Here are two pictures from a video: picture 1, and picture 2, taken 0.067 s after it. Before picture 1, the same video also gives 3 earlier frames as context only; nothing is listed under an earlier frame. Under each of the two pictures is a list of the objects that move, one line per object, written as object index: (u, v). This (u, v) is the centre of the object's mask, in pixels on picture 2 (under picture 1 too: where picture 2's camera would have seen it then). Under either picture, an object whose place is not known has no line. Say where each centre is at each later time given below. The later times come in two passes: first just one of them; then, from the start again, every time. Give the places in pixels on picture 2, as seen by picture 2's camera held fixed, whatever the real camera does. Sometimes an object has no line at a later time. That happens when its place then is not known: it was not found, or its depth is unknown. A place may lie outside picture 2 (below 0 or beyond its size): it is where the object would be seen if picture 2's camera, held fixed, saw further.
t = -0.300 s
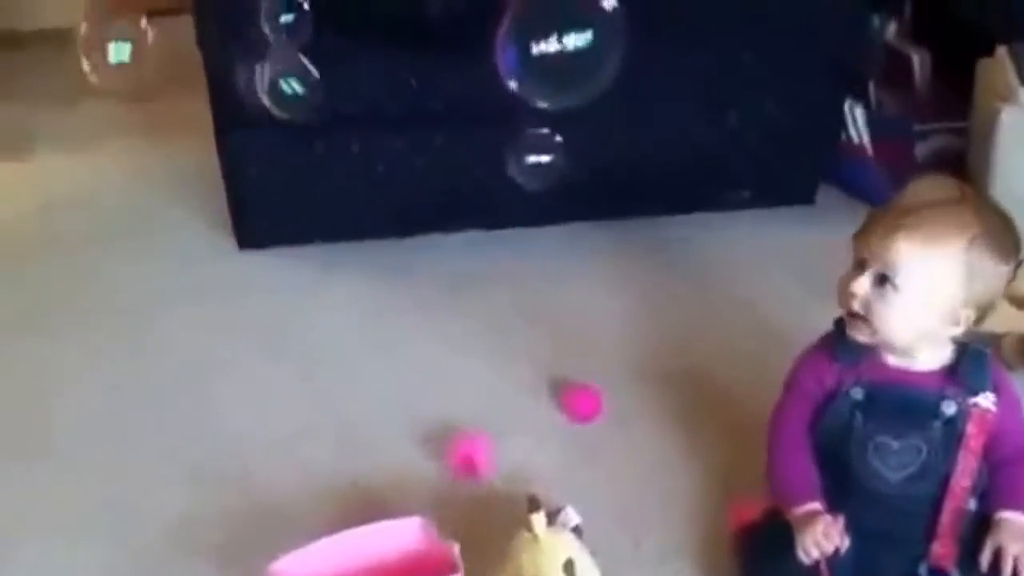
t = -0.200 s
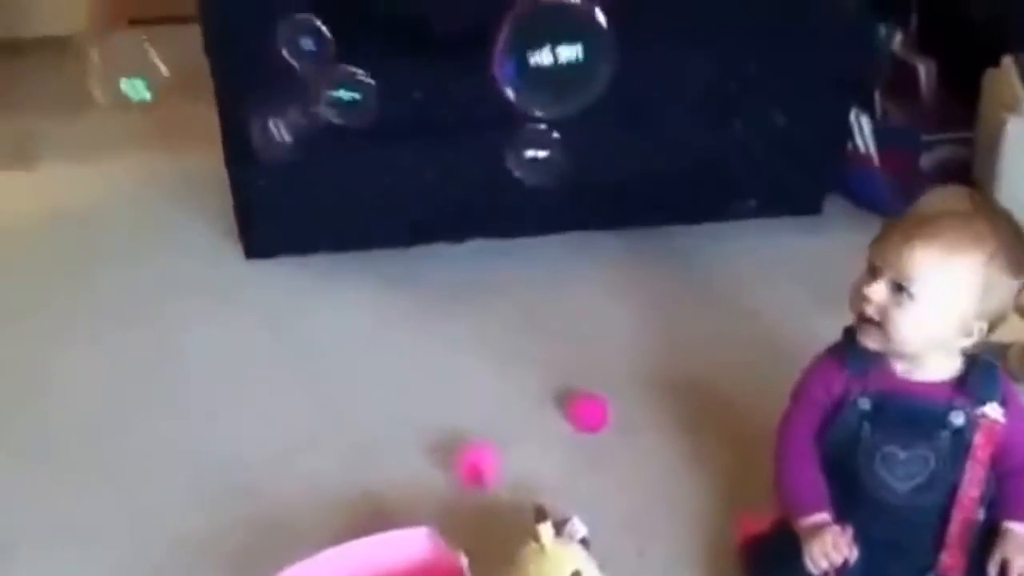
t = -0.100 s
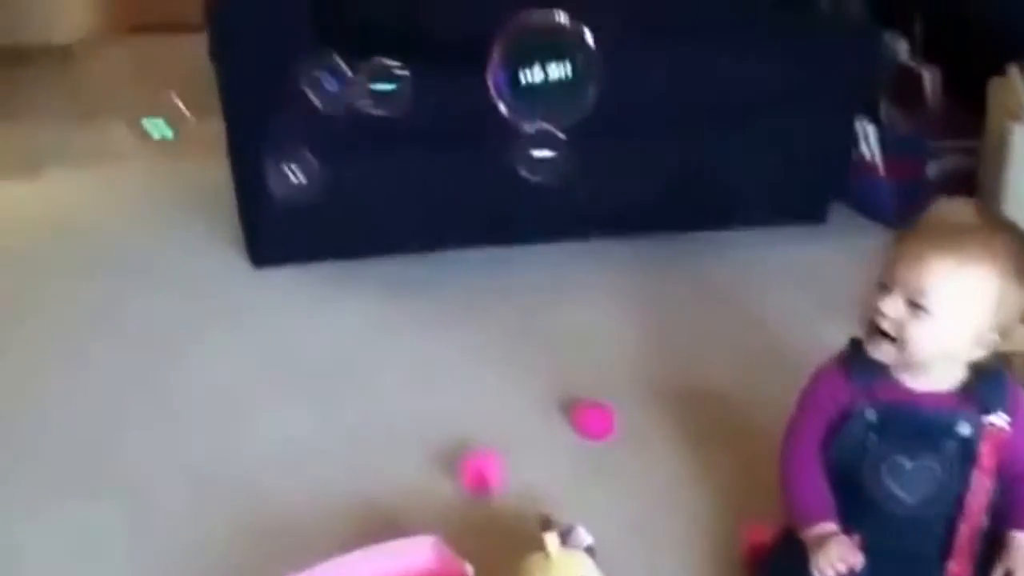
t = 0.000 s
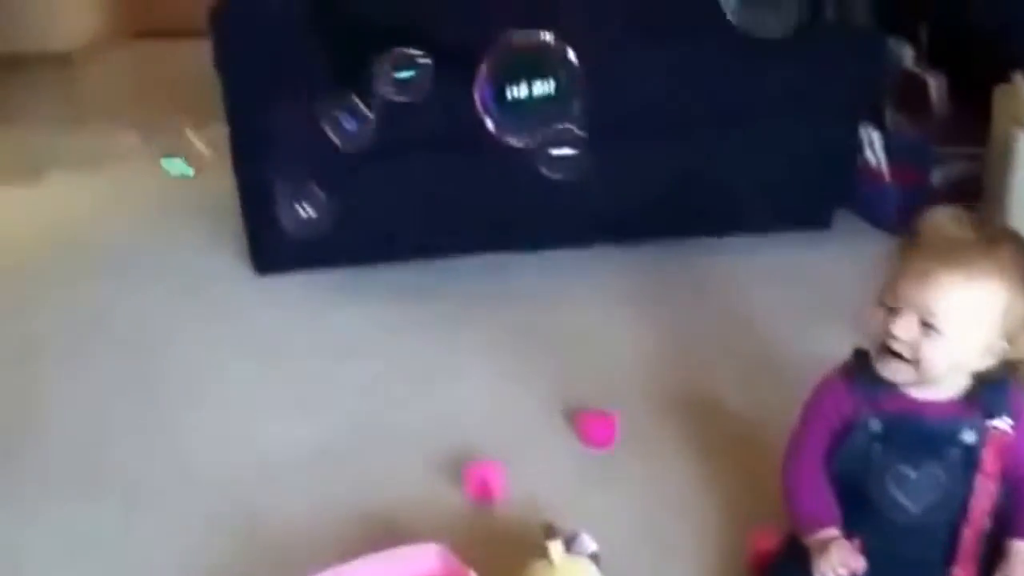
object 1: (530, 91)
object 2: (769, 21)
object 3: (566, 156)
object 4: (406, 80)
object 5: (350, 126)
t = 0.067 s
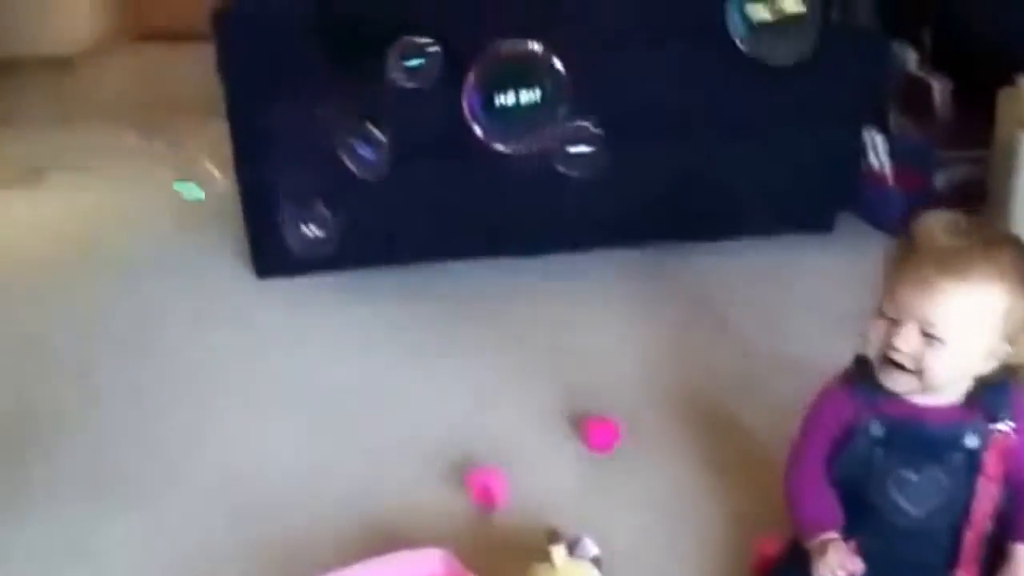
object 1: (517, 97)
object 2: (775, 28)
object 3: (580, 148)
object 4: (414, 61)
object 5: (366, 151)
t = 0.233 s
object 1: (481, 105)
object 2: (794, 66)
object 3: (607, 144)
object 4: (420, 41)
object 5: (401, 206)
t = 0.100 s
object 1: (508, 97)
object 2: (779, 33)
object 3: (585, 145)
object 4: (416, 54)
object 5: (373, 162)
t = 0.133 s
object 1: (501, 98)
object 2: (783, 38)
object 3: (589, 141)
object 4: (418, 48)
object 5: (380, 174)
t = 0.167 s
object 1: (493, 100)
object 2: (786, 44)
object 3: (597, 141)
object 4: (418, 45)
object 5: (387, 185)
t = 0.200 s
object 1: (487, 102)
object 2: (790, 54)
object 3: (604, 142)
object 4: (420, 42)
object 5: (396, 197)
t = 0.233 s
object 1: (481, 105)
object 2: (794, 66)
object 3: (607, 144)
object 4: (420, 41)
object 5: (401, 206)
